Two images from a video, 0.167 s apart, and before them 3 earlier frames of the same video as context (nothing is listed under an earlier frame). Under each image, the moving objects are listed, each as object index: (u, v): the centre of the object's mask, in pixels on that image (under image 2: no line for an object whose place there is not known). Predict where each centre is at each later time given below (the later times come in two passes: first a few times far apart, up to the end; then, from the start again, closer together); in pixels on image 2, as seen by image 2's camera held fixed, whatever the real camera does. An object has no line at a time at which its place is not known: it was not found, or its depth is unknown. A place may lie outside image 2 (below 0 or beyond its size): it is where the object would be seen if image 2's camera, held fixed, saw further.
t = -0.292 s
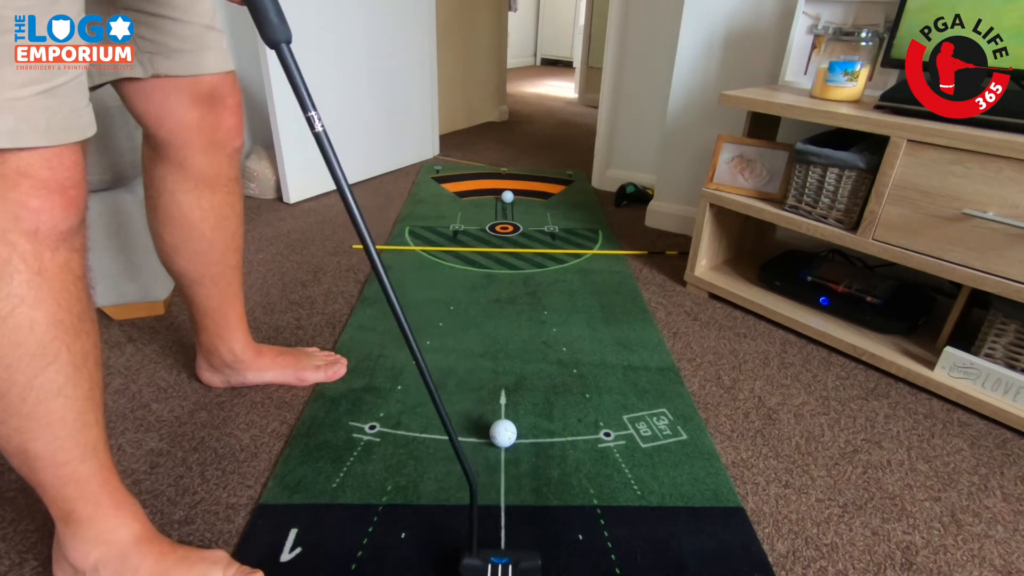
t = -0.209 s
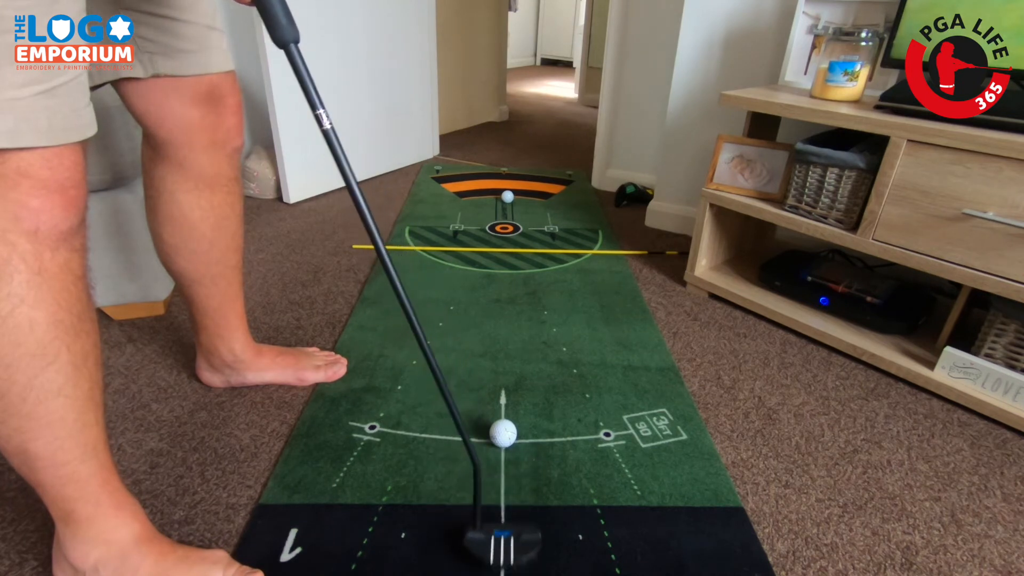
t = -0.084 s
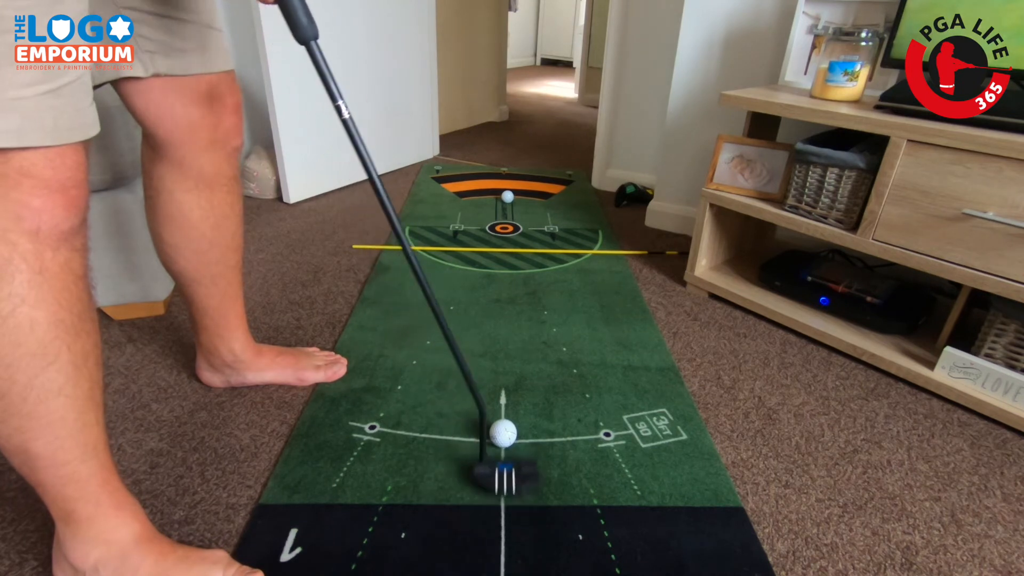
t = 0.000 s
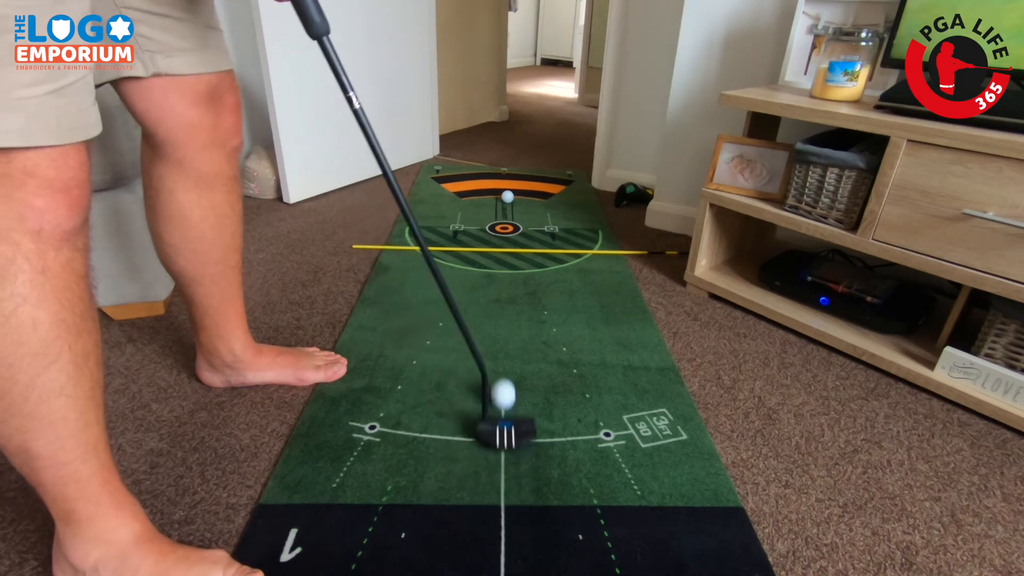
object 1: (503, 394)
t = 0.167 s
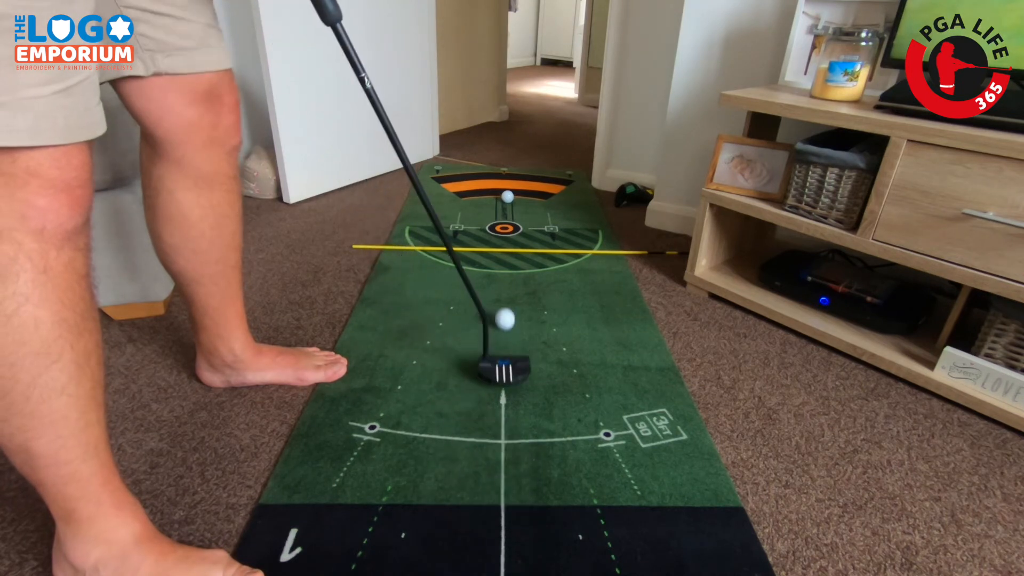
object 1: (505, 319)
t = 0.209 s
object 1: (505, 307)
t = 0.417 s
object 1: (508, 260)
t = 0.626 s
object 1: (510, 232)
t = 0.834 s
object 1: (510, 218)
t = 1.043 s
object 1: (510, 206)
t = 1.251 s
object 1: (509, 201)
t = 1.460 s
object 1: (509, 201)
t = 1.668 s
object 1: (509, 201)
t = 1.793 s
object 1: (509, 201)
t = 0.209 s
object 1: (505, 307)
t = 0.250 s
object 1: (506, 296)
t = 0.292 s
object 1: (506, 286)
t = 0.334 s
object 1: (507, 276)
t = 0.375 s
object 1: (508, 268)
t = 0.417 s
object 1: (508, 260)
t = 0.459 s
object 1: (509, 252)
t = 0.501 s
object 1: (509, 244)
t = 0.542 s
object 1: (510, 234)
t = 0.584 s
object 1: (510, 230)
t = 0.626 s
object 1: (510, 232)
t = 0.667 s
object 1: (510, 229)
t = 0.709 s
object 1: (510, 225)
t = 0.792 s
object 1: (510, 220)
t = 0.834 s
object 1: (510, 218)
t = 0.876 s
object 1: (510, 215)
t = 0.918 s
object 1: (510, 213)
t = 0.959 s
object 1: (510, 210)
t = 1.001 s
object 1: (510, 208)
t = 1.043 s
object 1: (510, 206)
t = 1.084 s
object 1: (510, 204)
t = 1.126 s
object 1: (509, 202)
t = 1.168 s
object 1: (509, 200)
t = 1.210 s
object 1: (509, 201)
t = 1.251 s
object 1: (509, 201)
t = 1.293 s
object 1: (509, 201)
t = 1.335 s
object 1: (509, 201)
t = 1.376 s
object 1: (509, 201)
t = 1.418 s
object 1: (509, 201)
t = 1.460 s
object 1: (509, 201)
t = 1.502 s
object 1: (509, 201)
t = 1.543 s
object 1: (509, 201)
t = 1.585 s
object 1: (509, 201)
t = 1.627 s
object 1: (509, 201)
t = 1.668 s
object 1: (509, 201)
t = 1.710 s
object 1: (509, 201)
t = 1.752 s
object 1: (510, 201)
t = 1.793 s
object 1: (509, 201)
